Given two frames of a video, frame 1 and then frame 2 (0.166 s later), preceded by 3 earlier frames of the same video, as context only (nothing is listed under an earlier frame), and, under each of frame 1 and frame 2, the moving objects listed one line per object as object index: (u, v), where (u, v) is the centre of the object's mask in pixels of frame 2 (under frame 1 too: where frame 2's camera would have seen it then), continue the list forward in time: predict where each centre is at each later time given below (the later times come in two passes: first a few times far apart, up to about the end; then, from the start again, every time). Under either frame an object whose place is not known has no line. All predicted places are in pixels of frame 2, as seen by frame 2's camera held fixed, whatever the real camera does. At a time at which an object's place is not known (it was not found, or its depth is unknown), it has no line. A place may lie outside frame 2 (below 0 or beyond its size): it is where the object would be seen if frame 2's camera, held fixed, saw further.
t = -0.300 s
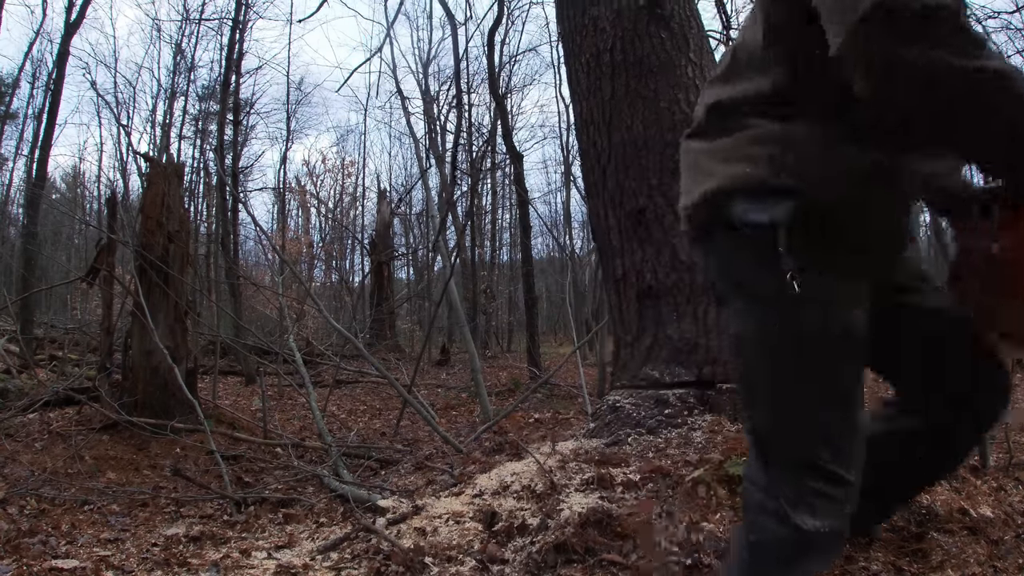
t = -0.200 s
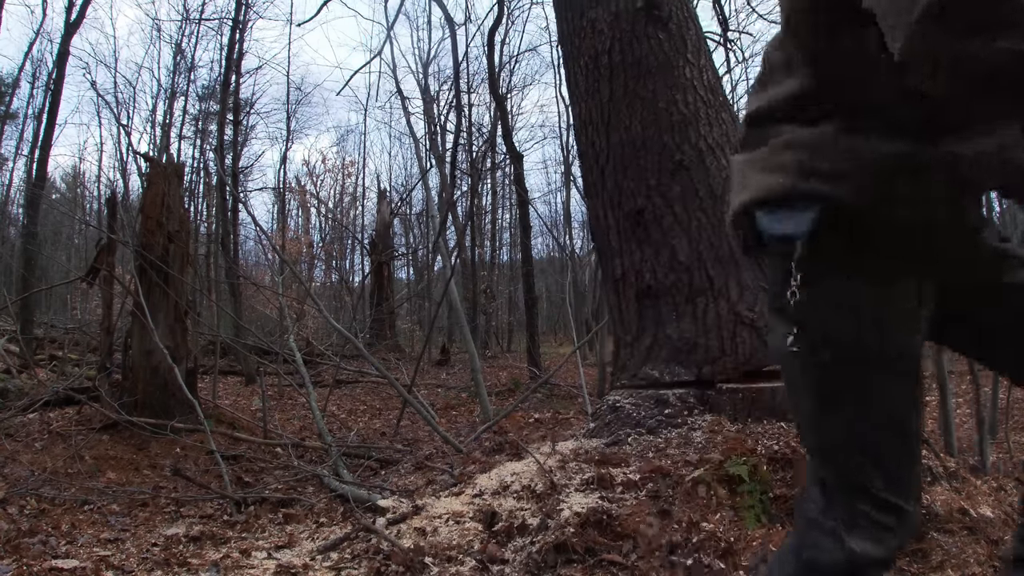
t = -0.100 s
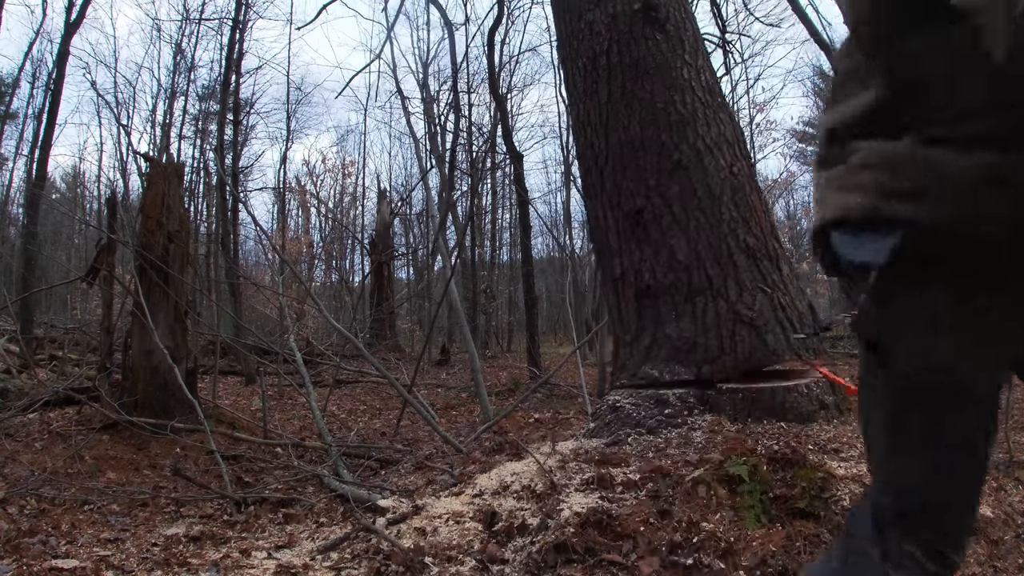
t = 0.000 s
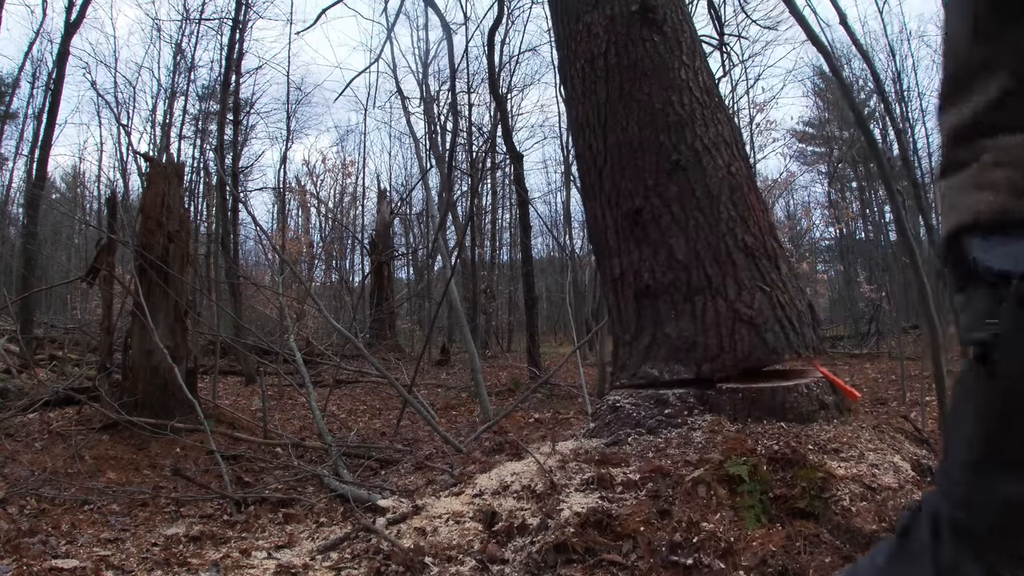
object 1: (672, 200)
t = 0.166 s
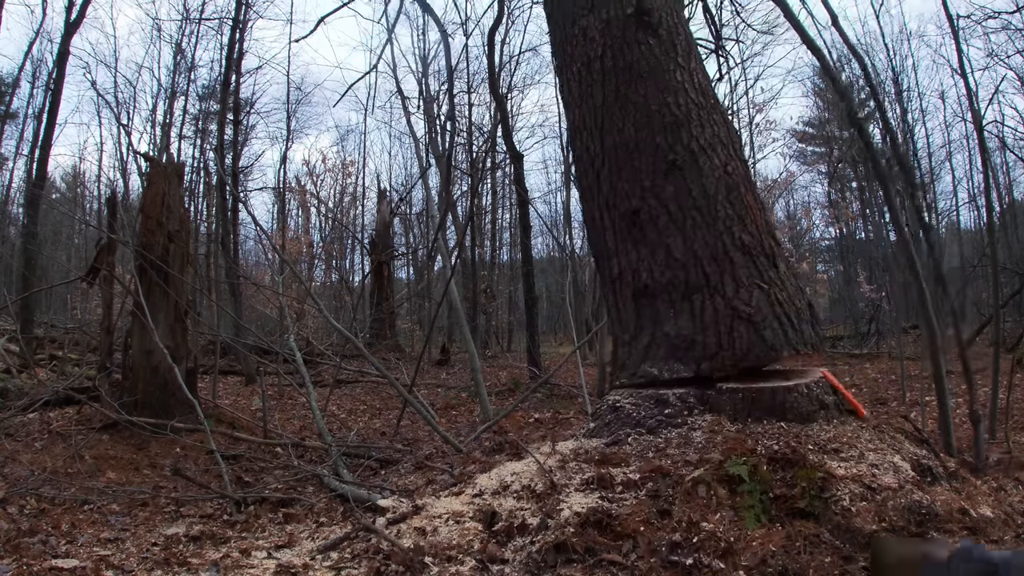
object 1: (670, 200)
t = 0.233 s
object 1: (669, 200)
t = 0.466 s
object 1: (664, 200)
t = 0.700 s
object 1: (659, 201)
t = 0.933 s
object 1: (653, 203)
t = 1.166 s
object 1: (646, 205)
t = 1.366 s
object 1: (639, 207)
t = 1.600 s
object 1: (629, 208)
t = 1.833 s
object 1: (617, 208)
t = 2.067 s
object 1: (606, 211)
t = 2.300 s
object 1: (591, 213)
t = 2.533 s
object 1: (583, 225)
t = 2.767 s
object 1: (591, 250)
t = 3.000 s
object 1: (579, 269)
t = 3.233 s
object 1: (536, 319)
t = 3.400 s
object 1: (504, 357)
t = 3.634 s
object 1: (488, 385)
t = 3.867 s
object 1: (470, 379)
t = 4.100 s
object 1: (471, 378)
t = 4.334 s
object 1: (473, 388)
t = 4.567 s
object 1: (474, 388)
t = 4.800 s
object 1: (475, 388)
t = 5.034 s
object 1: (475, 389)
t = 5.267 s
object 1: (476, 388)
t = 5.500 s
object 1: (476, 389)
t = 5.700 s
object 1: (476, 389)
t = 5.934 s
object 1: (476, 389)
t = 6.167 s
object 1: (476, 389)
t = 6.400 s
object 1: (475, 389)
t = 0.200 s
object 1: (669, 200)
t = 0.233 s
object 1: (669, 200)
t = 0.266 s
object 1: (668, 200)
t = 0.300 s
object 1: (667, 200)
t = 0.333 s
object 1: (666, 200)
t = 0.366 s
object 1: (666, 200)
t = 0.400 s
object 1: (665, 200)
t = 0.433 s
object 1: (664, 200)
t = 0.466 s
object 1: (664, 200)
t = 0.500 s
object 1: (663, 201)
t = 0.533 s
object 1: (662, 201)
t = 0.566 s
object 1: (662, 201)
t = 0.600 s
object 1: (661, 201)
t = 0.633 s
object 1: (660, 201)
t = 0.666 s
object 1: (660, 201)
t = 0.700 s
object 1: (659, 201)
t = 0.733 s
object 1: (658, 201)
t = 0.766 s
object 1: (658, 202)
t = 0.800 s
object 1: (657, 202)
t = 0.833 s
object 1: (656, 203)
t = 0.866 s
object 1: (655, 203)
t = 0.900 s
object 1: (655, 203)
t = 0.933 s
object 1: (653, 203)
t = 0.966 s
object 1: (652, 203)
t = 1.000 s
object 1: (651, 203)
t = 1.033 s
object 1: (650, 203)
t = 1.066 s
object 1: (649, 204)
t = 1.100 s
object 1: (648, 204)
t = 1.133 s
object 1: (648, 205)
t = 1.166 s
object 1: (646, 205)
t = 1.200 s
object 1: (645, 205)
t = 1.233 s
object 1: (644, 206)
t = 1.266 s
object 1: (643, 206)
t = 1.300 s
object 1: (642, 206)
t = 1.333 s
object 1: (640, 206)
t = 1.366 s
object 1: (639, 207)
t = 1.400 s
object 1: (638, 207)
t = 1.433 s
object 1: (636, 207)
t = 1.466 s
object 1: (635, 207)
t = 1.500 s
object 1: (633, 207)
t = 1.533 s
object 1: (632, 208)
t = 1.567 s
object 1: (630, 208)
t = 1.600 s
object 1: (629, 208)
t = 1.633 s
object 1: (627, 208)
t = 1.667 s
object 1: (625, 207)
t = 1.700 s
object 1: (623, 207)
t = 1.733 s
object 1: (622, 207)
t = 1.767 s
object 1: (620, 208)
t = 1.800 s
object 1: (618, 207)
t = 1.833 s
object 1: (617, 208)
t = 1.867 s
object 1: (615, 208)
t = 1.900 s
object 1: (614, 208)
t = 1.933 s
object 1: (613, 209)
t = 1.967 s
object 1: (611, 210)
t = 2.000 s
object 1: (610, 210)
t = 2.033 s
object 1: (608, 211)
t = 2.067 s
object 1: (606, 211)
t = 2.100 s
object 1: (604, 210)
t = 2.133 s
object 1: (602, 211)
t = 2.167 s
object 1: (601, 213)
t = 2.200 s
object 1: (599, 213)
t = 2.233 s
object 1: (595, 212)
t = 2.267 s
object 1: (593, 213)
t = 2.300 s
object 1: (591, 213)
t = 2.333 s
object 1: (590, 214)
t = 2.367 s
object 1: (588, 215)
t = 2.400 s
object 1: (588, 217)
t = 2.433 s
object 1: (586, 219)
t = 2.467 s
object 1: (585, 221)
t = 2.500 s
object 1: (583, 222)
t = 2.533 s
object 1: (583, 225)
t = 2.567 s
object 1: (588, 232)
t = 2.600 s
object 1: (582, 231)
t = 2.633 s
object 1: (586, 237)
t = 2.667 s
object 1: (588, 241)
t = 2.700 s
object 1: (587, 243)
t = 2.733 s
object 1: (589, 246)
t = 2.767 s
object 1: (591, 250)
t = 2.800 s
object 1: (588, 251)
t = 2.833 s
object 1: (589, 255)
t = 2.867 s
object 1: (592, 259)
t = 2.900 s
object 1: (588, 261)
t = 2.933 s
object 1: (585, 263)
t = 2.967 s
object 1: (582, 266)
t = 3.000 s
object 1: (579, 269)
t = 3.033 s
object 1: (573, 272)
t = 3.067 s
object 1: (571, 277)
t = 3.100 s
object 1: (570, 284)
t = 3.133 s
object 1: (563, 290)
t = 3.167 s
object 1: (560, 299)
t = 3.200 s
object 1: (552, 308)
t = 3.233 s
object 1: (536, 319)
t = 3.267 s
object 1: (528, 330)
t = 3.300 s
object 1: (513, 335)
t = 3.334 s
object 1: (505, 341)
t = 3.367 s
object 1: (504, 349)
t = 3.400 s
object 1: (504, 357)
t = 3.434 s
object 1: (499, 364)
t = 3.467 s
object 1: (490, 372)
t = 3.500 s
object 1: (484, 378)
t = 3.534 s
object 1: (485, 380)
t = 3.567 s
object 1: (488, 381)
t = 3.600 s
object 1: (487, 383)
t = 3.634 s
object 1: (488, 385)
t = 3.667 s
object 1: (480, 389)
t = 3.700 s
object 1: (476, 387)
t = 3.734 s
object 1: (476, 390)
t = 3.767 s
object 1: (477, 390)
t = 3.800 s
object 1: (473, 388)
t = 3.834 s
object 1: (471, 384)
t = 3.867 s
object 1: (470, 379)
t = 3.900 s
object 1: (470, 374)
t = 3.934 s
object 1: (470, 371)
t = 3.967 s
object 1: (473, 371)
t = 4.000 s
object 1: (474, 374)
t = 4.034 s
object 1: (473, 374)
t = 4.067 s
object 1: (473, 374)
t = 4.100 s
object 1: (471, 378)
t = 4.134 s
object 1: (472, 382)
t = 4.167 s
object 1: (473, 386)
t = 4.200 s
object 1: (474, 389)
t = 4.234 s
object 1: (472, 389)
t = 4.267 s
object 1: (472, 389)
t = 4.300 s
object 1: (471, 388)
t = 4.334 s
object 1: (473, 388)
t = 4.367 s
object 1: (474, 388)
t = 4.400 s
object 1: (473, 388)
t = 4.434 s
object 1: (473, 388)
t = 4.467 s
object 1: (473, 388)
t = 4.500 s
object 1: (473, 388)
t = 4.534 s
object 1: (474, 388)
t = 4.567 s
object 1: (474, 388)
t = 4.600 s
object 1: (474, 388)
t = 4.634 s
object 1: (474, 388)
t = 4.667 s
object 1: (474, 388)
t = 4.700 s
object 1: (474, 388)
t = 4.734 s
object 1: (474, 388)
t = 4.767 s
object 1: (474, 388)
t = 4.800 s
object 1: (475, 388)
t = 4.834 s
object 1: (475, 388)
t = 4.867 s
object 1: (475, 388)
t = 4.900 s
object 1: (475, 389)
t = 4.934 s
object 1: (475, 389)
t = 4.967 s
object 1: (475, 389)
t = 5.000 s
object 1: (476, 389)
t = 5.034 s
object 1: (475, 389)
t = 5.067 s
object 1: (475, 388)
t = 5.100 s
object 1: (476, 388)
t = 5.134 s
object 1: (475, 388)
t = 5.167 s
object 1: (475, 388)
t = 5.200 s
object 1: (475, 388)
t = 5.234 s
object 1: (476, 389)
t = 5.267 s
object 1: (476, 388)
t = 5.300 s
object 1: (476, 389)
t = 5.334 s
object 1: (476, 389)
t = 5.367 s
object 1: (476, 389)
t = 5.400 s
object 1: (476, 389)
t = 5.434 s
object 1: (476, 389)
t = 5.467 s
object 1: (476, 389)
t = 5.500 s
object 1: (476, 389)
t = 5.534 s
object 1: (476, 388)
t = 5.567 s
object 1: (476, 389)
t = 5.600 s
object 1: (476, 389)
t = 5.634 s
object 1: (476, 389)
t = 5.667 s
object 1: (476, 389)
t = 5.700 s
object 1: (476, 389)
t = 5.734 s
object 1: (476, 389)
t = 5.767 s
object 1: (476, 389)
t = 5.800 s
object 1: (476, 389)
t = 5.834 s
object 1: (476, 389)
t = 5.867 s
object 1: (476, 389)
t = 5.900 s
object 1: (476, 389)
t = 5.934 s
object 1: (476, 389)
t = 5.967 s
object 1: (476, 389)
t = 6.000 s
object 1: (476, 389)
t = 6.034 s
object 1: (476, 389)
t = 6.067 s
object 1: (476, 389)
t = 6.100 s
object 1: (476, 389)
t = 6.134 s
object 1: (476, 389)
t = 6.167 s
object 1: (476, 389)
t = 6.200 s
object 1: (476, 389)
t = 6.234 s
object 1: (476, 389)
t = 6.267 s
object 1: (476, 389)
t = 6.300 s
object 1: (476, 389)
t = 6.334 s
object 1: (475, 389)
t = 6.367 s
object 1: (475, 389)
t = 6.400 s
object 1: (475, 389)
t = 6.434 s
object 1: (475, 389)
